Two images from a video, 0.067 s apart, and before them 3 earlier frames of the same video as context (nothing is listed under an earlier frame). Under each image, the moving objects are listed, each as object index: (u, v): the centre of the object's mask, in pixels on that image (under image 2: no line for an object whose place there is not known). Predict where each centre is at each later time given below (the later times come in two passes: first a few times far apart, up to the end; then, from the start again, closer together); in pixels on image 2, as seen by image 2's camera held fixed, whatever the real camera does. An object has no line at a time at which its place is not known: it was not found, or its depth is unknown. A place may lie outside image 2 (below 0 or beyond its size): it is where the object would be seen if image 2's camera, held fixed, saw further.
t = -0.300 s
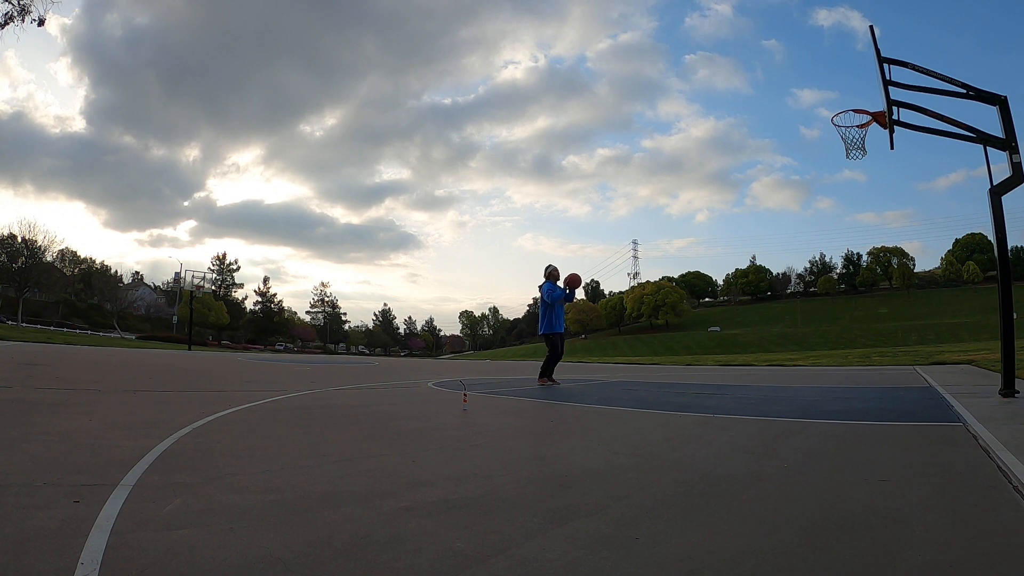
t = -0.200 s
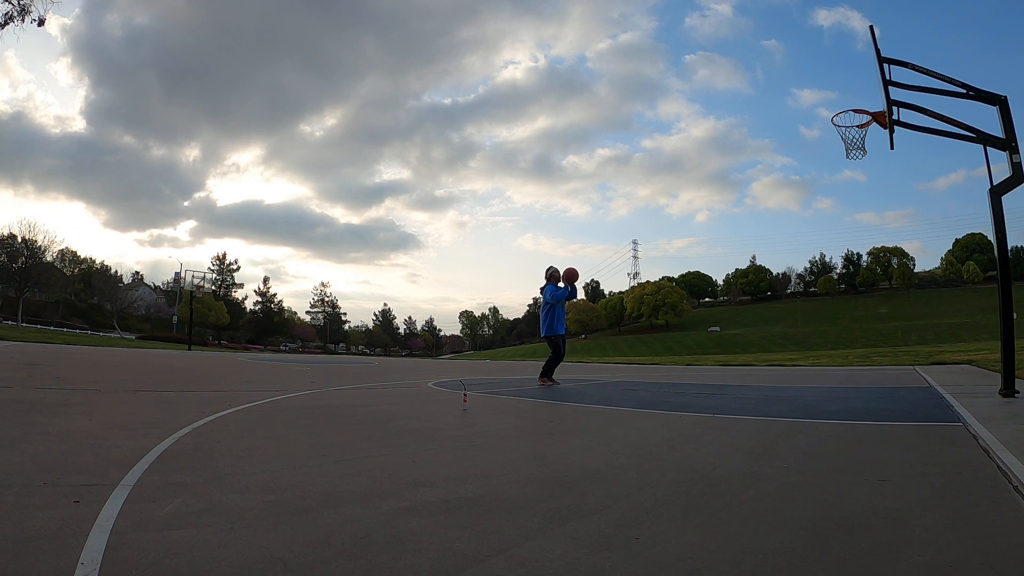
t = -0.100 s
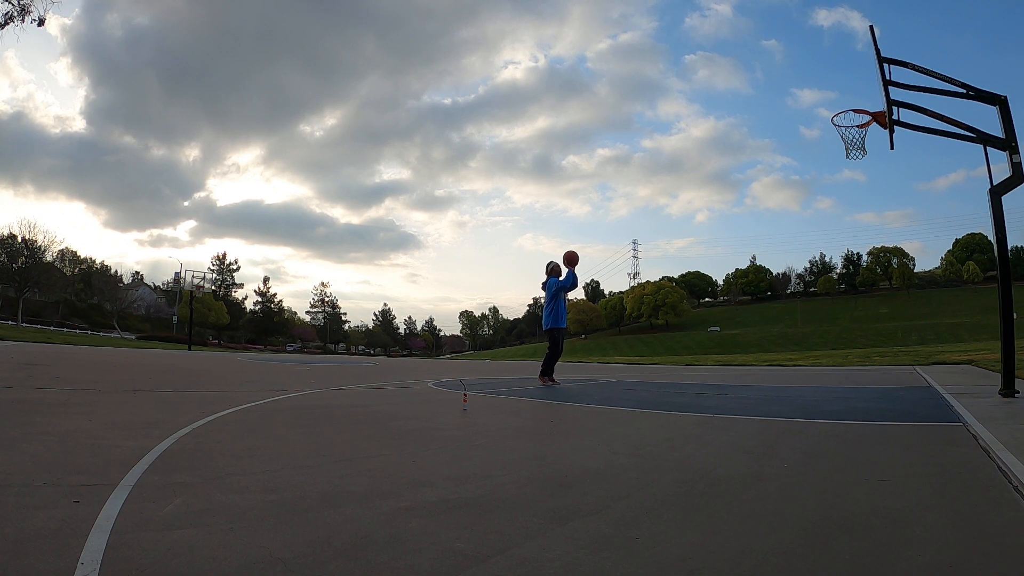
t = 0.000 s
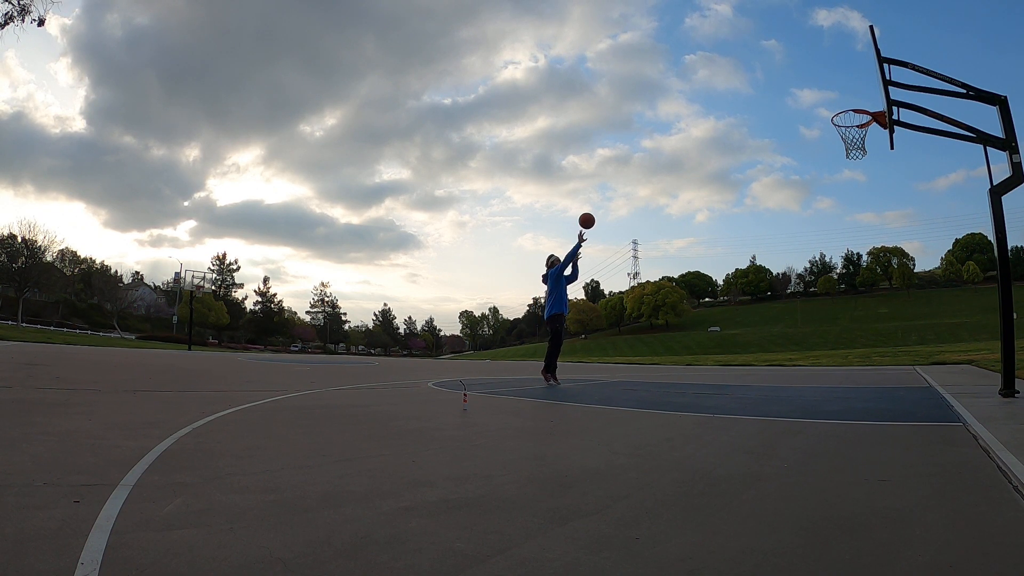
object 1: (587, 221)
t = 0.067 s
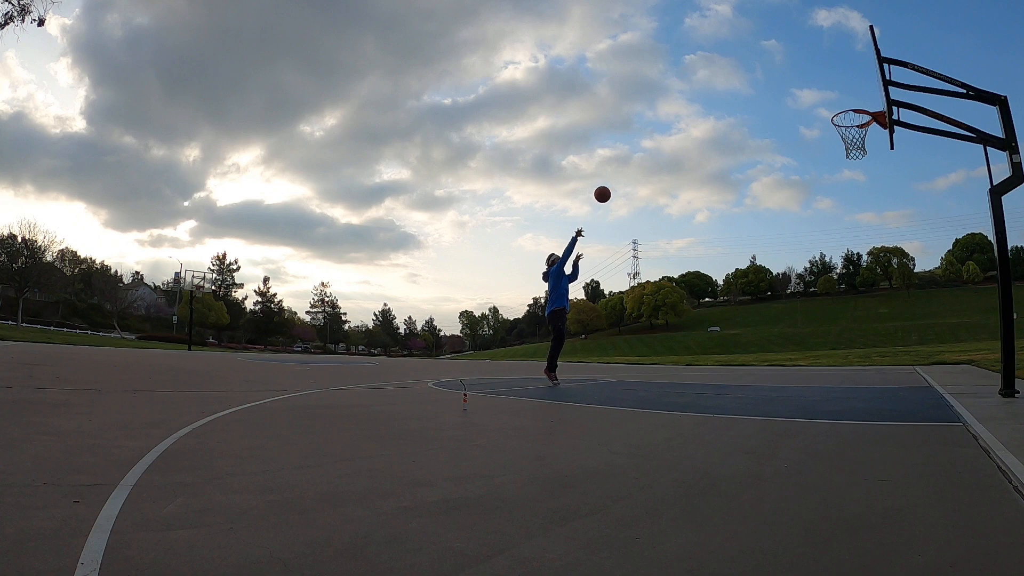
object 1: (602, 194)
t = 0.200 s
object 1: (634, 149)
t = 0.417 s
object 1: (690, 100)
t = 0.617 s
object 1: (746, 81)
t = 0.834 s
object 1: (816, 93)
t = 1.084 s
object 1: (842, 154)
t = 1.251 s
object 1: (821, 205)
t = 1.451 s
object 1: (795, 299)
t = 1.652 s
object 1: (767, 363)
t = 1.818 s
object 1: (744, 299)
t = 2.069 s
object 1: (709, 252)
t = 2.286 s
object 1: (681, 252)
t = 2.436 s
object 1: (664, 274)
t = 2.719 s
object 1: (631, 362)
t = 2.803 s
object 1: (622, 373)
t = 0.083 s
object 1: (606, 188)
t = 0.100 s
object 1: (610, 182)
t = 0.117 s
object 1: (614, 176)
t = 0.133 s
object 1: (618, 170)
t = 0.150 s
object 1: (622, 165)
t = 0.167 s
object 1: (626, 159)
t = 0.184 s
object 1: (630, 154)
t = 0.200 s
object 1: (634, 149)
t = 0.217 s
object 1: (639, 145)
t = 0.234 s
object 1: (643, 140)
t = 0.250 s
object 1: (647, 136)
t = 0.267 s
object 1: (651, 131)
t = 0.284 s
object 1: (655, 127)
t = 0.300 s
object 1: (659, 123)
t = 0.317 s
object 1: (664, 119)
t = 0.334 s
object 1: (668, 116)
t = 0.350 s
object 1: (672, 112)
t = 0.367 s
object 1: (677, 109)
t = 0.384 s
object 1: (681, 106)
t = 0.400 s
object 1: (685, 103)
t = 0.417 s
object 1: (690, 100)
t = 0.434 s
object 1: (694, 98)
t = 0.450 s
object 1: (699, 95)
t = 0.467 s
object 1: (703, 93)
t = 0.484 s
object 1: (708, 91)
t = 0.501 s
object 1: (713, 89)
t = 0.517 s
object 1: (717, 87)
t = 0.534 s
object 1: (722, 86)
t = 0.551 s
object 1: (727, 84)
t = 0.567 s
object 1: (731, 83)
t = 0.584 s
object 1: (736, 82)
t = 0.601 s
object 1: (741, 82)
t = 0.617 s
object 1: (746, 81)
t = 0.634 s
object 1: (751, 81)
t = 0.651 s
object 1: (756, 80)
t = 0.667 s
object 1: (761, 80)
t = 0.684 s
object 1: (766, 81)
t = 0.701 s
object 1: (772, 81)
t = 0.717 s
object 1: (777, 82)
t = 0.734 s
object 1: (782, 83)
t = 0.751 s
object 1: (788, 84)
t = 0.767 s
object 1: (793, 85)
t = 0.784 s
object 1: (799, 87)
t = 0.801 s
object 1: (805, 89)
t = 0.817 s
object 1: (810, 91)
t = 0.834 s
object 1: (816, 93)
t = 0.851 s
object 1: (822, 95)
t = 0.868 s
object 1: (828, 98)
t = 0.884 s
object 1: (834, 101)
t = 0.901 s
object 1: (840, 104)
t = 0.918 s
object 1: (846, 108)
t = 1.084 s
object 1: (842, 154)
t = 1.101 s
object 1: (840, 157)
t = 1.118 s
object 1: (838, 161)
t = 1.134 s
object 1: (836, 166)
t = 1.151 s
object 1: (834, 171)
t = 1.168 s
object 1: (832, 176)
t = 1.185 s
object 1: (830, 181)
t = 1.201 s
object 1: (827, 187)
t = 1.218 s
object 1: (825, 192)
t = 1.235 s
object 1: (823, 198)
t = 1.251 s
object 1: (821, 205)
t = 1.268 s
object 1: (819, 211)
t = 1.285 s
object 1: (817, 218)
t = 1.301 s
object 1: (815, 225)
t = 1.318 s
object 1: (813, 232)
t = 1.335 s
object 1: (811, 240)
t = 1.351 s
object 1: (809, 247)
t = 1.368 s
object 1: (806, 255)
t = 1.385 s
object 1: (804, 263)
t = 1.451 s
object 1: (795, 299)
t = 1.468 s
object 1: (793, 308)
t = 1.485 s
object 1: (791, 317)
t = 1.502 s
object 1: (789, 327)
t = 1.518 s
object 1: (786, 337)
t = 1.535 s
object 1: (784, 347)
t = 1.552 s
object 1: (781, 358)
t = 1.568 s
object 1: (779, 368)
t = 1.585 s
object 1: (777, 379)
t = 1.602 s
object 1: (774, 387)
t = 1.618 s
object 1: (772, 379)
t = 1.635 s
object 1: (769, 370)
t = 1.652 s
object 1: (767, 363)
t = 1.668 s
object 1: (765, 355)
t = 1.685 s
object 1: (763, 348)
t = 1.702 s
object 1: (760, 340)
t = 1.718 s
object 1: (758, 334)
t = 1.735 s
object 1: (755, 327)
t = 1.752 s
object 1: (753, 321)
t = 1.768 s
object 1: (751, 315)
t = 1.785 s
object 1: (748, 310)
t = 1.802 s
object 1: (746, 304)
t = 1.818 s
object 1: (744, 299)
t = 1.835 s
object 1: (741, 295)
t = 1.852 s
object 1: (739, 289)
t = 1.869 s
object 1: (736, 285)
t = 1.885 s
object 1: (734, 281)
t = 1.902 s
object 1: (732, 277)
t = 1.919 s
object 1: (729, 274)
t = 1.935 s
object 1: (727, 270)
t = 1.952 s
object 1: (725, 267)
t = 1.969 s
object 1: (722, 264)
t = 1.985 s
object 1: (720, 261)
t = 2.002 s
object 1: (718, 259)
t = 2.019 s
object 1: (716, 257)
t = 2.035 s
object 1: (713, 255)
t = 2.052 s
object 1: (711, 253)
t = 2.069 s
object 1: (709, 252)
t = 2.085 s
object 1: (707, 250)
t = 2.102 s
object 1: (705, 249)
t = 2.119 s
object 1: (702, 248)
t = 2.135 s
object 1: (700, 248)
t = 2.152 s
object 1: (698, 247)
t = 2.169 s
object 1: (696, 247)
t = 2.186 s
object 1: (694, 247)
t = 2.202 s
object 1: (692, 247)
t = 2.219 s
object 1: (690, 248)
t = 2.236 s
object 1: (688, 249)
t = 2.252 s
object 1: (686, 250)
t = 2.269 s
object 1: (684, 251)
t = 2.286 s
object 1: (681, 252)
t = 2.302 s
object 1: (679, 254)
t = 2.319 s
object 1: (677, 256)
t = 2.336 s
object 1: (676, 258)
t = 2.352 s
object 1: (673, 260)
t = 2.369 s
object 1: (672, 262)
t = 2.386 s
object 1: (670, 265)
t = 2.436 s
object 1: (664, 274)
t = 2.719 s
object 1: (631, 362)
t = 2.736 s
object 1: (629, 369)
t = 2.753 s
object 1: (627, 376)
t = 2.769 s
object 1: (625, 383)
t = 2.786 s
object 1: (623, 378)
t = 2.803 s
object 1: (622, 373)
